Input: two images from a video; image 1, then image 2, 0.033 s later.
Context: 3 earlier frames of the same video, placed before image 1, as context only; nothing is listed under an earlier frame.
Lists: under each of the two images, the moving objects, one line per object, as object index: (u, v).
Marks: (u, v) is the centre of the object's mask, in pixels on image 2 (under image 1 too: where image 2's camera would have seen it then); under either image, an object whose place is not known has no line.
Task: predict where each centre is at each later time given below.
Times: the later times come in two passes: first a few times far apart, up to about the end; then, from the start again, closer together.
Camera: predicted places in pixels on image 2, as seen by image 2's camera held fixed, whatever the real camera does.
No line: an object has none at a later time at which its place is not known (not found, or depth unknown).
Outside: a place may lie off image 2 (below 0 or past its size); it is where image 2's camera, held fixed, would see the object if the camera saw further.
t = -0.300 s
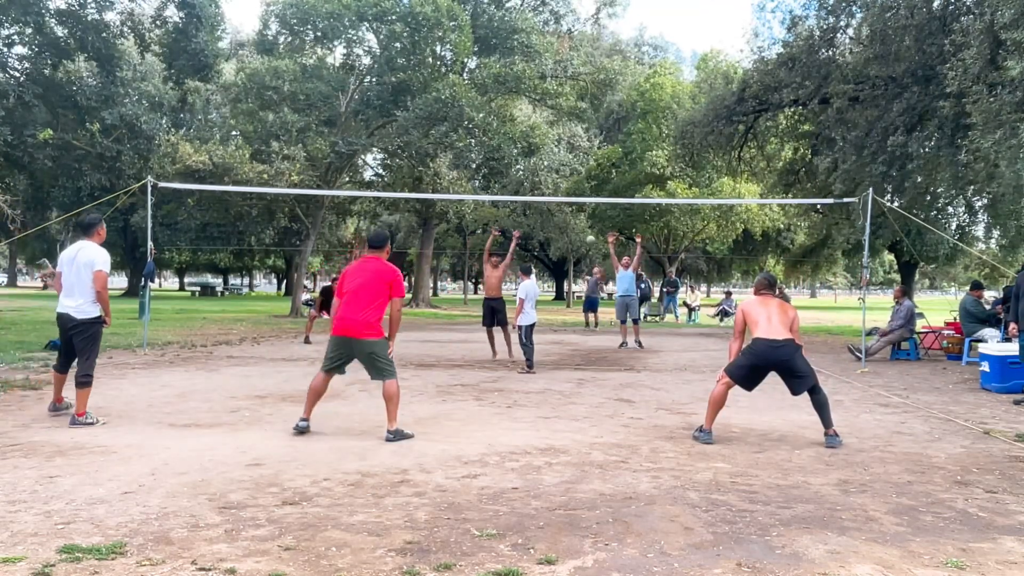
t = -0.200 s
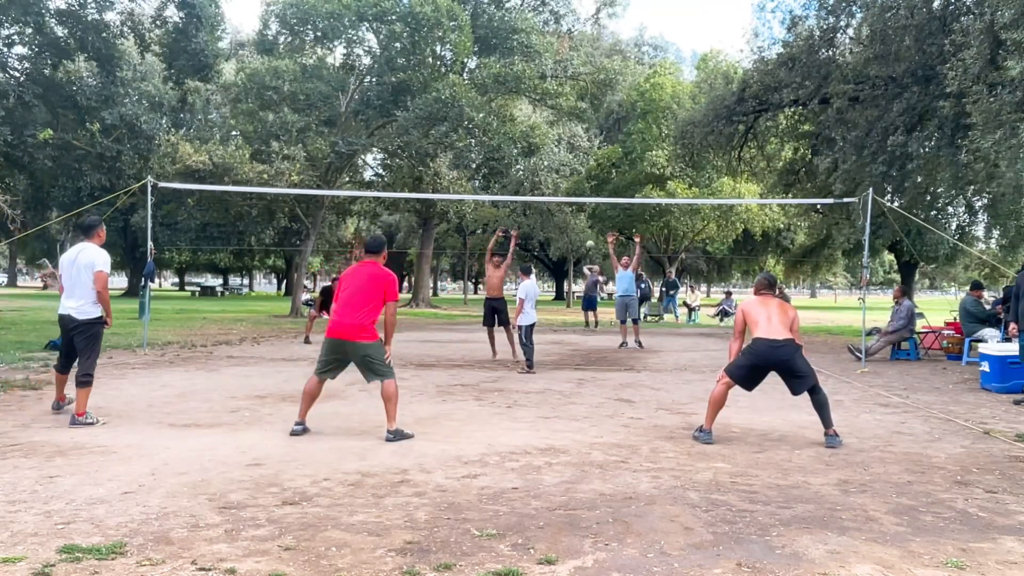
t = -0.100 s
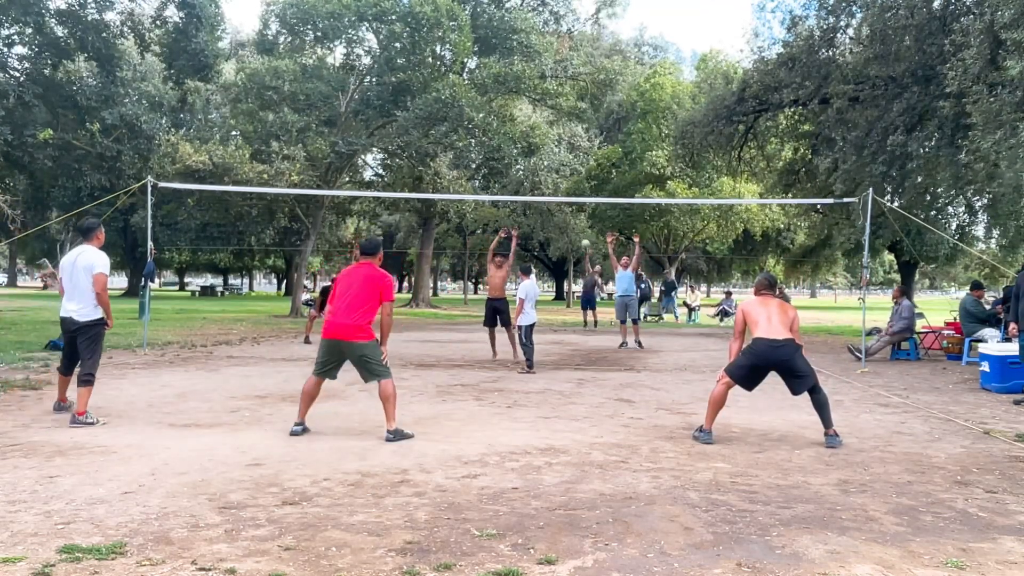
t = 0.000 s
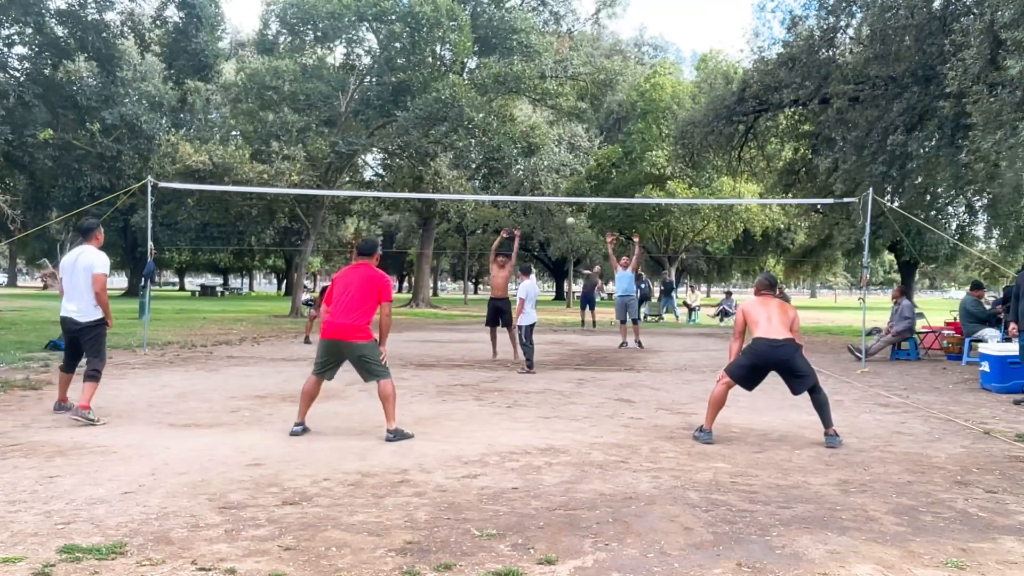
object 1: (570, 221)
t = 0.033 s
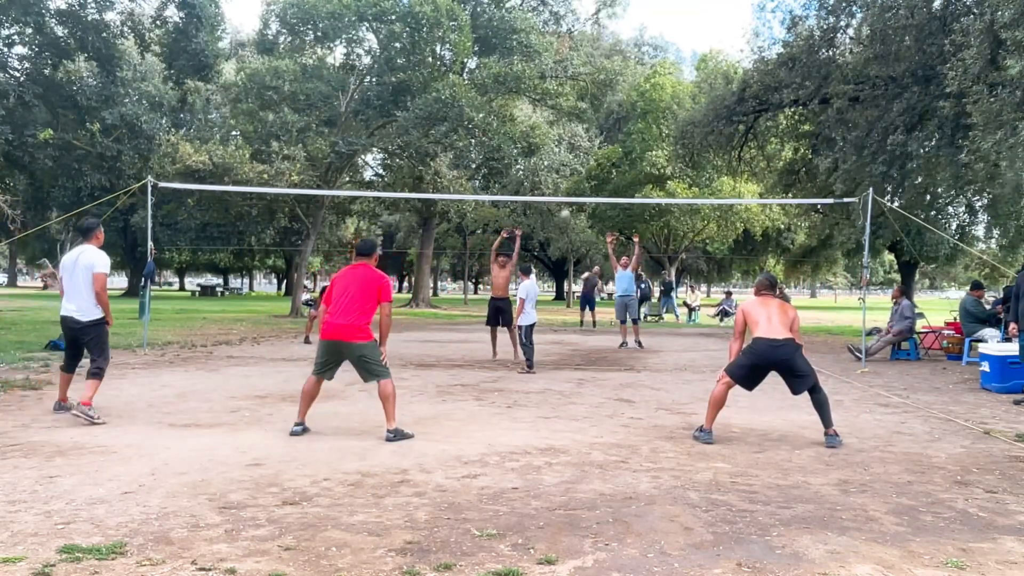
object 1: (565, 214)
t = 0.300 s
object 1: (510, 162)
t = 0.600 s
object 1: (414, 132)
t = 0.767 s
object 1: (337, 143)
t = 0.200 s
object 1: (534, 181)
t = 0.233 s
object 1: (528, 174)
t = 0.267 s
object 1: (519, 168)
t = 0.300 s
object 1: (510, 162)
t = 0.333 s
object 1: (503, 158)
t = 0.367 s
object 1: (493, 153)
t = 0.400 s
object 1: (483, 148)
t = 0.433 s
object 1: (472, 144)
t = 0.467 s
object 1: (462, 141)
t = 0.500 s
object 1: (451, 138)
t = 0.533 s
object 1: (439, 136)
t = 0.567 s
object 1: (427, 134)
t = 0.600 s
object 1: (414, 132)
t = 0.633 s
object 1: (401, 132)
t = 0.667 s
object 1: (386, 134)
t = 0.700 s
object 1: (371, 135)
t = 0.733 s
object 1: (354, 138)
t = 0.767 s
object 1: (337, 143)
